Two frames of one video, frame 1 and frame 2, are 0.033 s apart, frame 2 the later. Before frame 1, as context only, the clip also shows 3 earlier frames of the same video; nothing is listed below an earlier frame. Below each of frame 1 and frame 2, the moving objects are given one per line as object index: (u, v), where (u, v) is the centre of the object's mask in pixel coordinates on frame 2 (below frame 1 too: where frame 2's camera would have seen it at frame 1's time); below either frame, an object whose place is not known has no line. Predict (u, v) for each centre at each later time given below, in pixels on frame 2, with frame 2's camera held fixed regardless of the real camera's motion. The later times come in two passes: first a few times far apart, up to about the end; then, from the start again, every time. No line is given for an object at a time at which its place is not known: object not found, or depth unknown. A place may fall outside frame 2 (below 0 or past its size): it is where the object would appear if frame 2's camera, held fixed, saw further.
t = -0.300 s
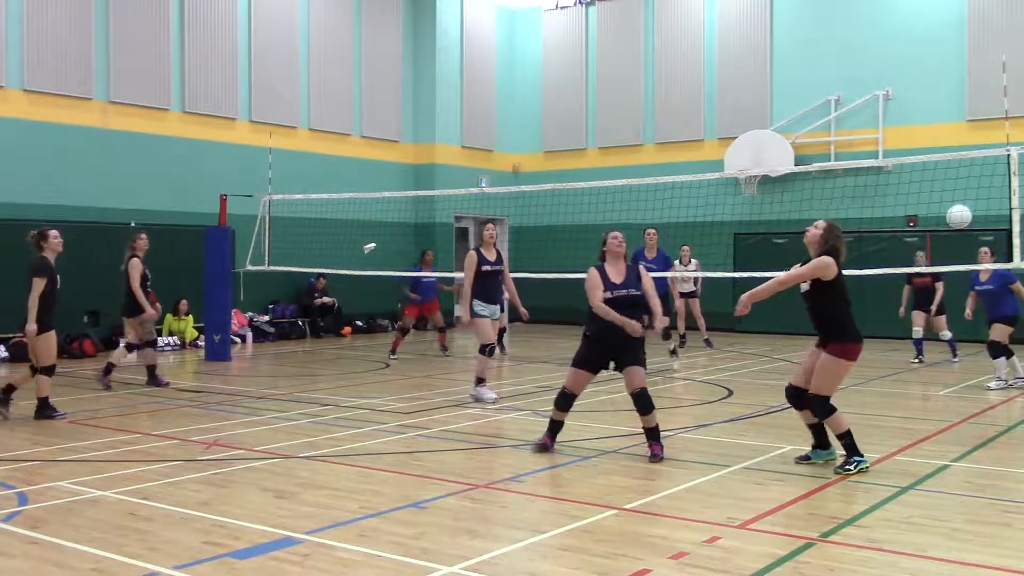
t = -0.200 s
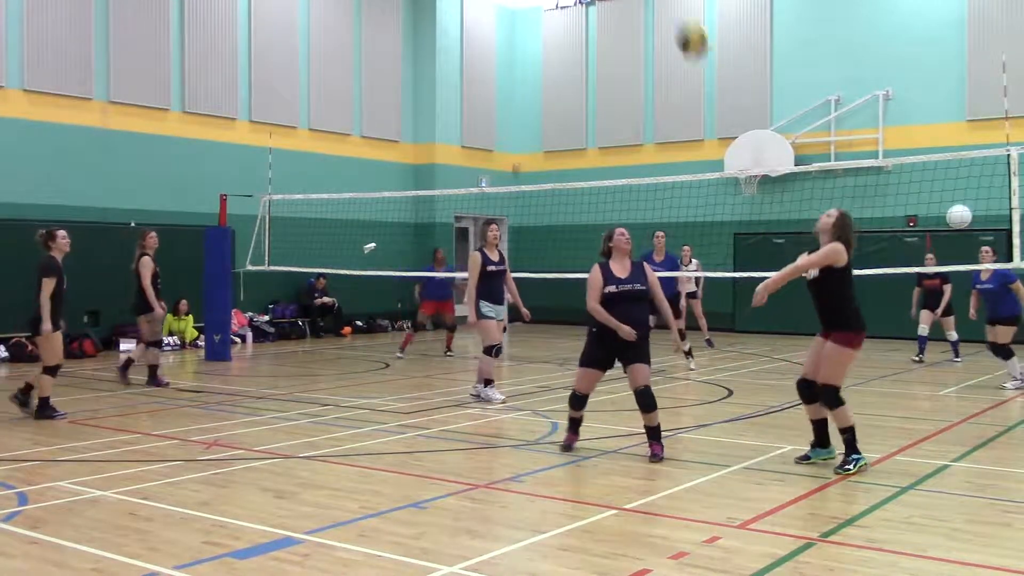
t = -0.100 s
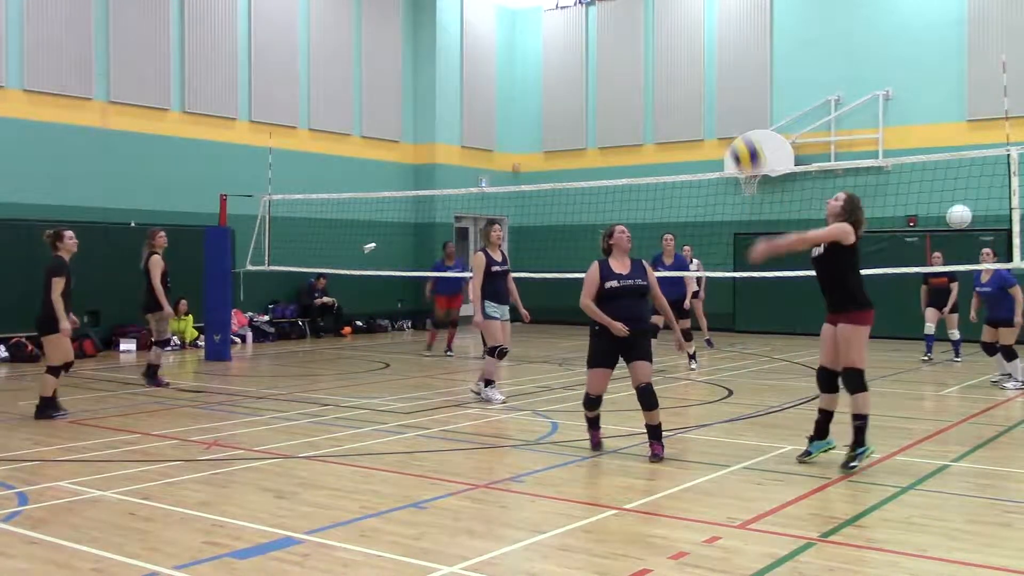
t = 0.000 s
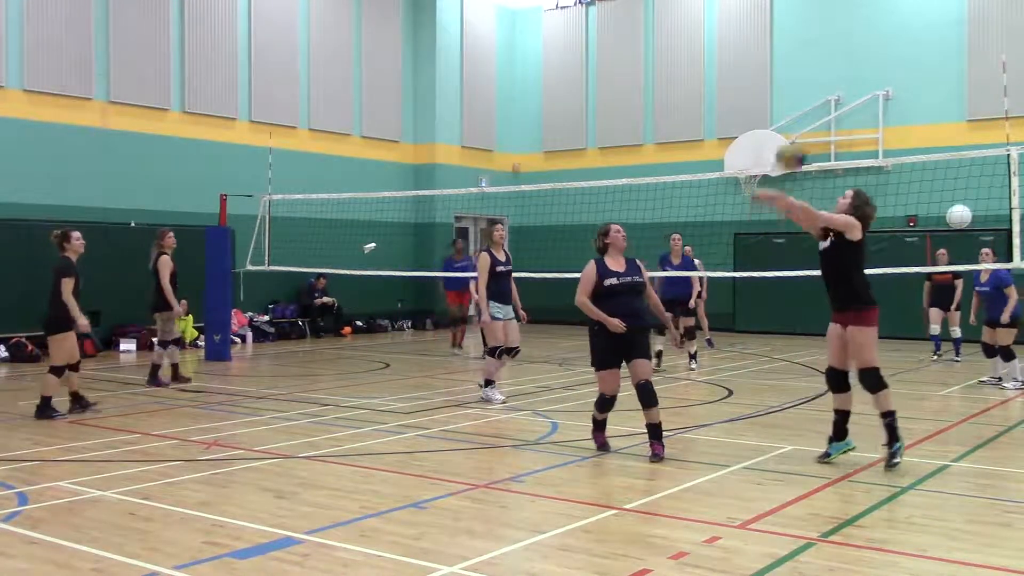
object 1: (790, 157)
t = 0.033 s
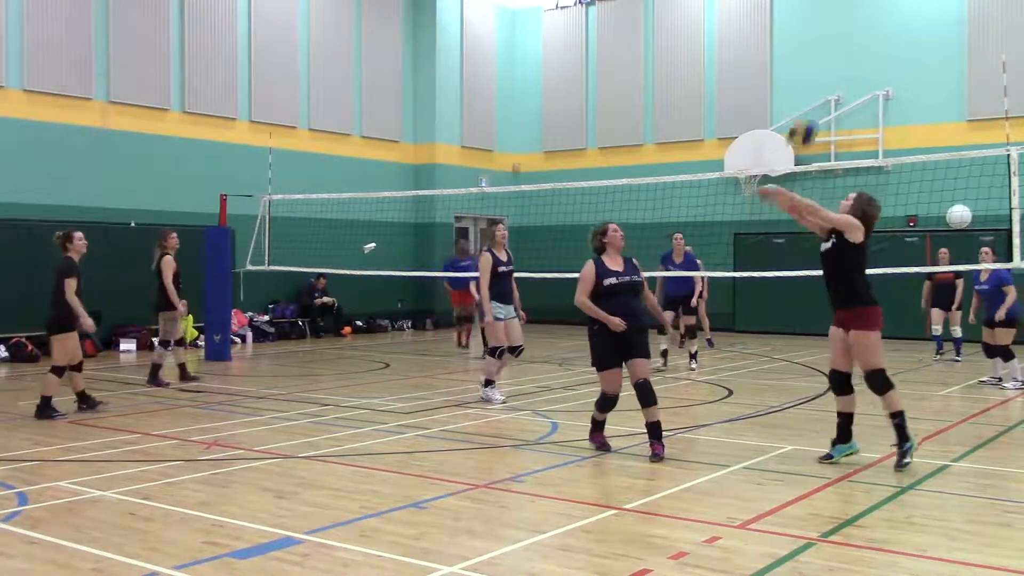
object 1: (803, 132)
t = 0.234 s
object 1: (862, 35)
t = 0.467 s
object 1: (915, 8)
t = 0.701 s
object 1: (958, 41)
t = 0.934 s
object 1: (992, 122)
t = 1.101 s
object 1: (1004, 196)
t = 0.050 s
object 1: (807, 122)
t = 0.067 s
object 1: (813, 111)
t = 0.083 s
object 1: (819, 99)
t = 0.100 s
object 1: (823, 90)
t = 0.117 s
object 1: (828, 83)
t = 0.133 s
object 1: (833, 74)
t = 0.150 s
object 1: (838, 65)
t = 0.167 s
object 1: (843, 58)
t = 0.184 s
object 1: (848, 52)
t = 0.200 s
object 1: (852, 46)
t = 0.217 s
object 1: (857, 40)
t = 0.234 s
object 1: (862, 35)
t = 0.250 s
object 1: (866, 30)
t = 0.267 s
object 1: (870, 25)
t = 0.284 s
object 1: (874, 22)
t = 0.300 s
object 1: (878, 19)
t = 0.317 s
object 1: (882, 15)
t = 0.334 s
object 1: (886, 12)
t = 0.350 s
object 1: (890, 11)
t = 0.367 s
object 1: (894, 10)
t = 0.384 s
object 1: (898, 9)
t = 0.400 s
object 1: (901, 8)
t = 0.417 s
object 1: (905, 8)
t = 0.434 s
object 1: (908, 8)
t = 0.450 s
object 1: (912, 8)
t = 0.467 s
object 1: (915, 8)
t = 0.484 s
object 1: (918, 8)
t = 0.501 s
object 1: (922, 9)
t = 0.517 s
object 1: (925, 10)
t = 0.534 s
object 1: (928, 10)
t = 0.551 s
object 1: (931, 12)
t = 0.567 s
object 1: (935, 14)
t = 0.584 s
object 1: (939, 17)
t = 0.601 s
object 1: (941, 19)
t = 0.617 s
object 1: (944, 22)
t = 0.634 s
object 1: (947, 25)
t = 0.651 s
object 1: (950, 30)
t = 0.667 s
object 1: (953, 33)
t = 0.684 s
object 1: (955, 36)
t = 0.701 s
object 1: (958, 41)
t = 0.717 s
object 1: (961, 45)
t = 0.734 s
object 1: (964, 49)
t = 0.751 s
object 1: (966, 54)
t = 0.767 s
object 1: (968, 60)
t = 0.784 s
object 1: (971, 65)
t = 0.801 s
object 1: (974, 70)
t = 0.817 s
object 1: (976, 77)
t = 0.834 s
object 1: (980, 82)
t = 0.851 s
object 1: (982, 87)
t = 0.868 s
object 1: (983, 94)
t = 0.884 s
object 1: (985, 99)
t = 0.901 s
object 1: (989, 108)
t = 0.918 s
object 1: (989, 111)
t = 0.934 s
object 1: (992, 122)
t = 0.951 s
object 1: (995, 128)
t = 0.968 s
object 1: (997, 136)
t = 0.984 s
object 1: (998, 141)
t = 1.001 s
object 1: (1002, 143)
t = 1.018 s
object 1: (1000, 161)
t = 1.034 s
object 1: (1002, 166)
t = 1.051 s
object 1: (1003, 173)
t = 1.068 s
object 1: (1003, 180)
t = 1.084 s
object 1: (1003, 188)
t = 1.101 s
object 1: (1004, 196)
